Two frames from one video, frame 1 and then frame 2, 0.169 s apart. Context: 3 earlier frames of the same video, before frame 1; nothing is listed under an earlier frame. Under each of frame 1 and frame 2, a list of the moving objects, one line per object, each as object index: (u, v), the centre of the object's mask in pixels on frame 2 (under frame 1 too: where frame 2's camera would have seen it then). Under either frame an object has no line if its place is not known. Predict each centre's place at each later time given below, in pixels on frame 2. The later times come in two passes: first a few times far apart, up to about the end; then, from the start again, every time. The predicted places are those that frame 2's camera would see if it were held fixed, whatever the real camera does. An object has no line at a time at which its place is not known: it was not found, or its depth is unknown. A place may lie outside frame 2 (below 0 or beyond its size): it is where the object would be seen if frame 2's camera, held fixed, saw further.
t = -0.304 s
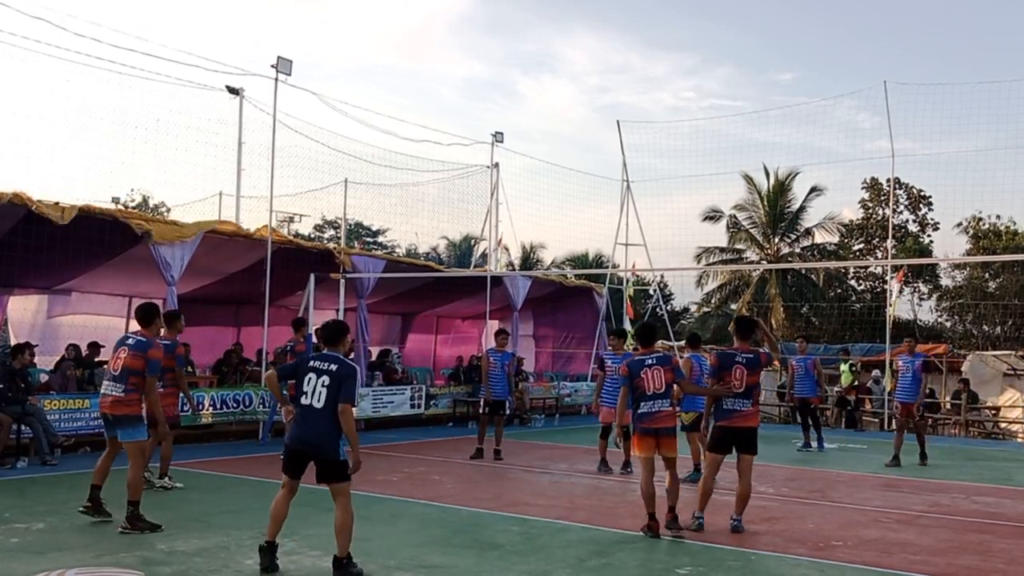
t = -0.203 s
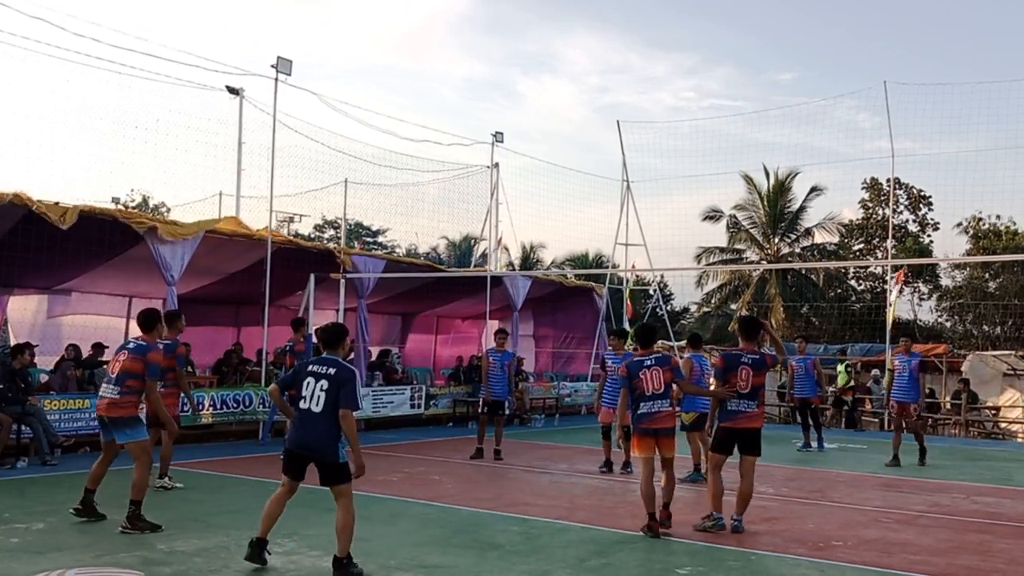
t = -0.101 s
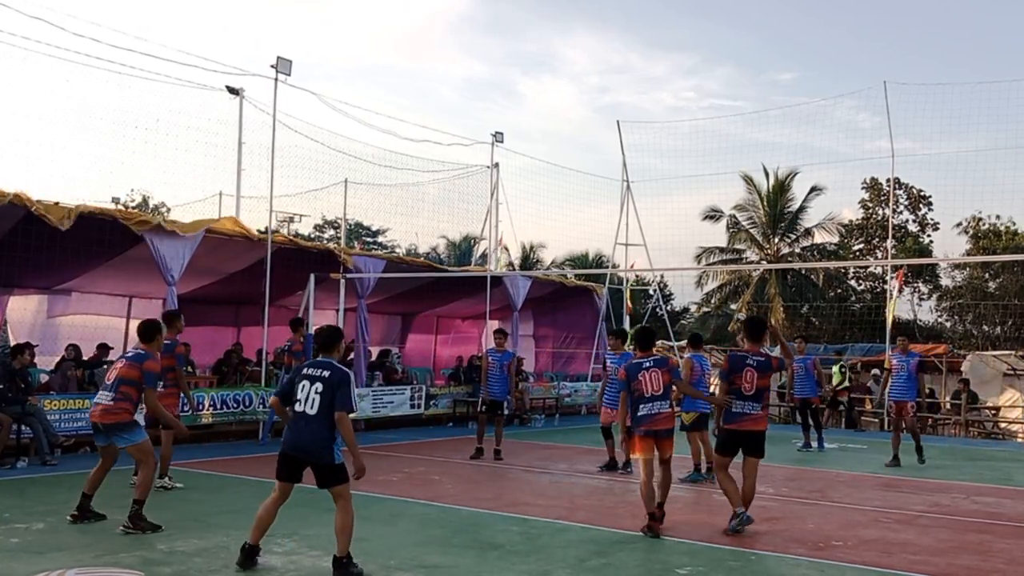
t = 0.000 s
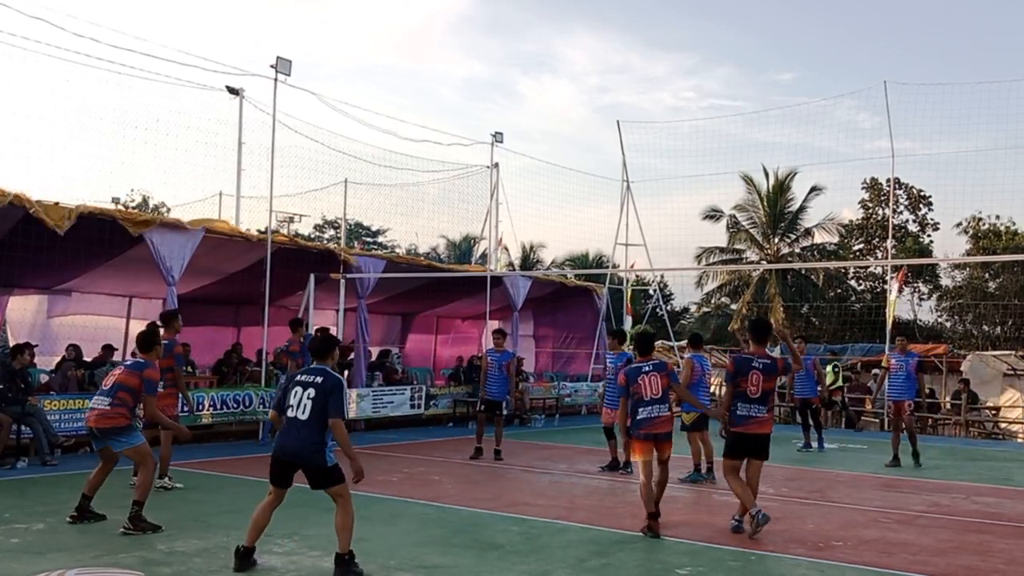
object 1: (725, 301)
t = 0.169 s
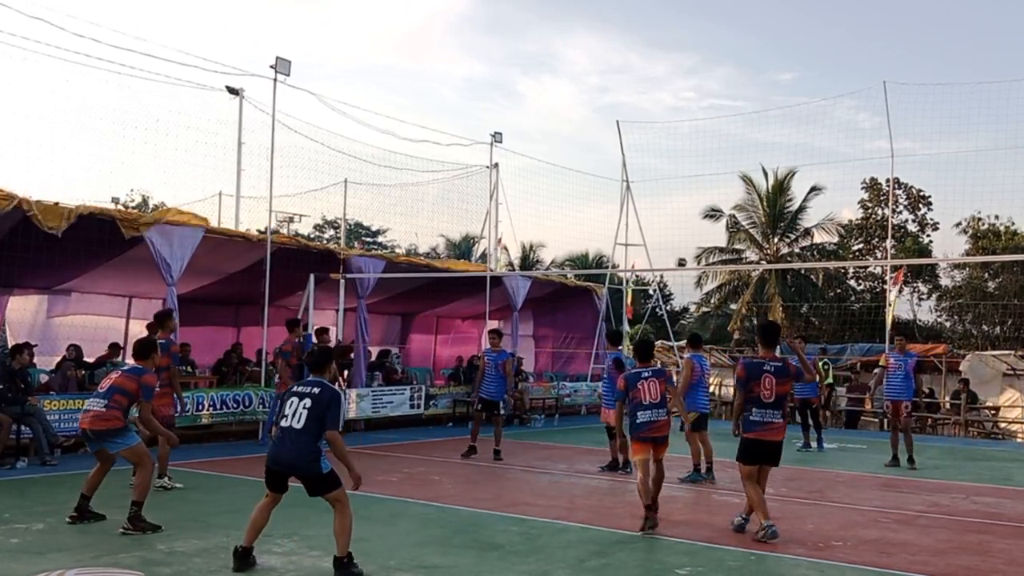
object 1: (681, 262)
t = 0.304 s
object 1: (637, 237)
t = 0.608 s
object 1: (512, 203)
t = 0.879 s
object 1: (355, 239)
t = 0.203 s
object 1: (670, 256)
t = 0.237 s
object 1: (660, 249)
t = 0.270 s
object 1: (649, 243)
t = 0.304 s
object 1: (637, 237)
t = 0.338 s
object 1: (625, 231)
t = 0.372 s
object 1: (612, 225)
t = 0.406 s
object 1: (599, 220)
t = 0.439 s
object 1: (586, 215)
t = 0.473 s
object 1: (572, 211)
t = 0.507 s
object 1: (558, 208)
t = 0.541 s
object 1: (543, 205)
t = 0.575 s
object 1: (528, 204)
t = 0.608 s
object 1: (512, 203)
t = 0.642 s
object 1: (496, 203)
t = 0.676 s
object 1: (479, 205)
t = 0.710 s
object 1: (461, 207)
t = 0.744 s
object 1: (442, 211)
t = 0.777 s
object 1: (422, 215)
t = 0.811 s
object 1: (401, 221)
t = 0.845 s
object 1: (379, 229)
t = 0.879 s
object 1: (355, 239)
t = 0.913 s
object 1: (330, 249)
